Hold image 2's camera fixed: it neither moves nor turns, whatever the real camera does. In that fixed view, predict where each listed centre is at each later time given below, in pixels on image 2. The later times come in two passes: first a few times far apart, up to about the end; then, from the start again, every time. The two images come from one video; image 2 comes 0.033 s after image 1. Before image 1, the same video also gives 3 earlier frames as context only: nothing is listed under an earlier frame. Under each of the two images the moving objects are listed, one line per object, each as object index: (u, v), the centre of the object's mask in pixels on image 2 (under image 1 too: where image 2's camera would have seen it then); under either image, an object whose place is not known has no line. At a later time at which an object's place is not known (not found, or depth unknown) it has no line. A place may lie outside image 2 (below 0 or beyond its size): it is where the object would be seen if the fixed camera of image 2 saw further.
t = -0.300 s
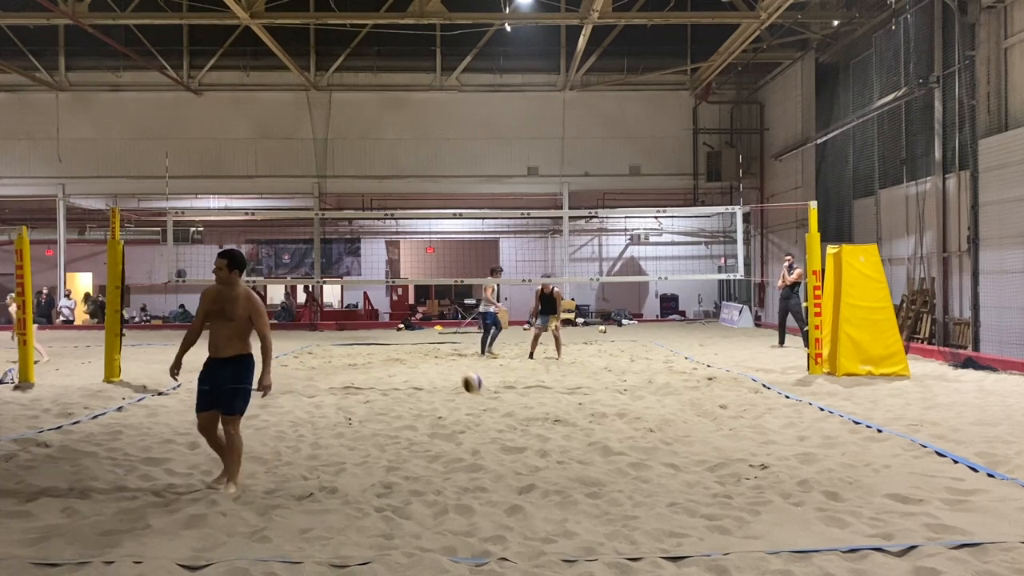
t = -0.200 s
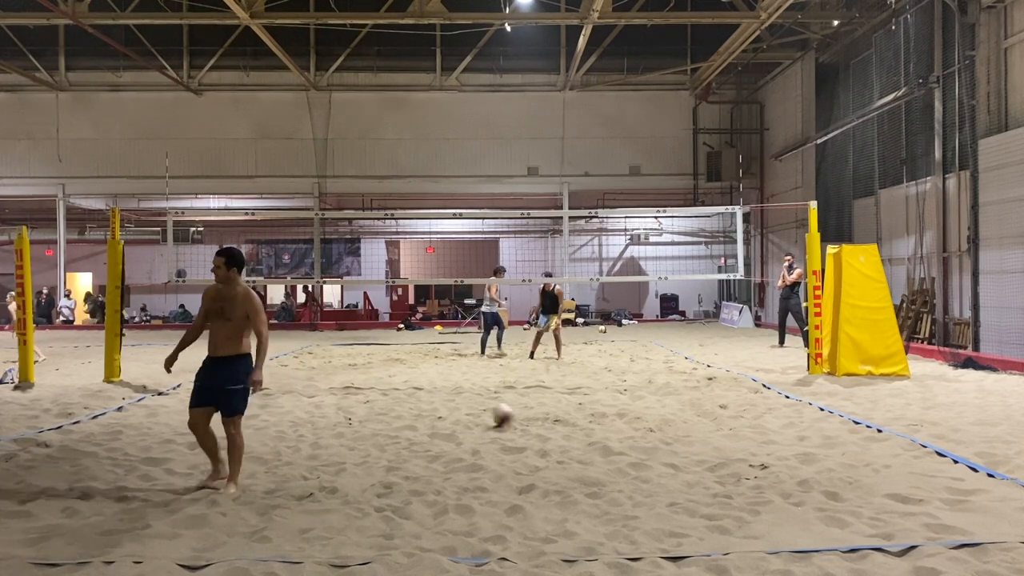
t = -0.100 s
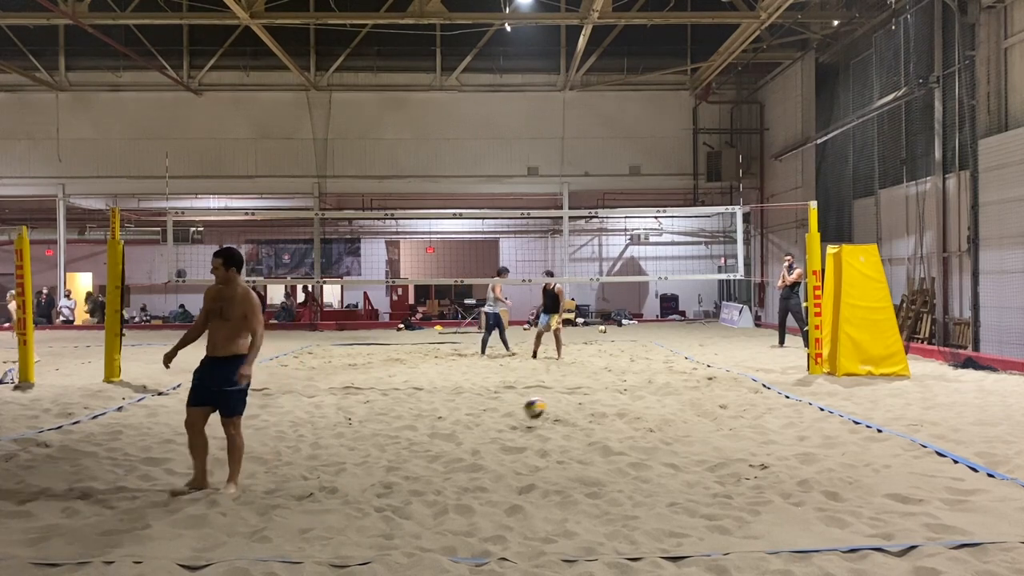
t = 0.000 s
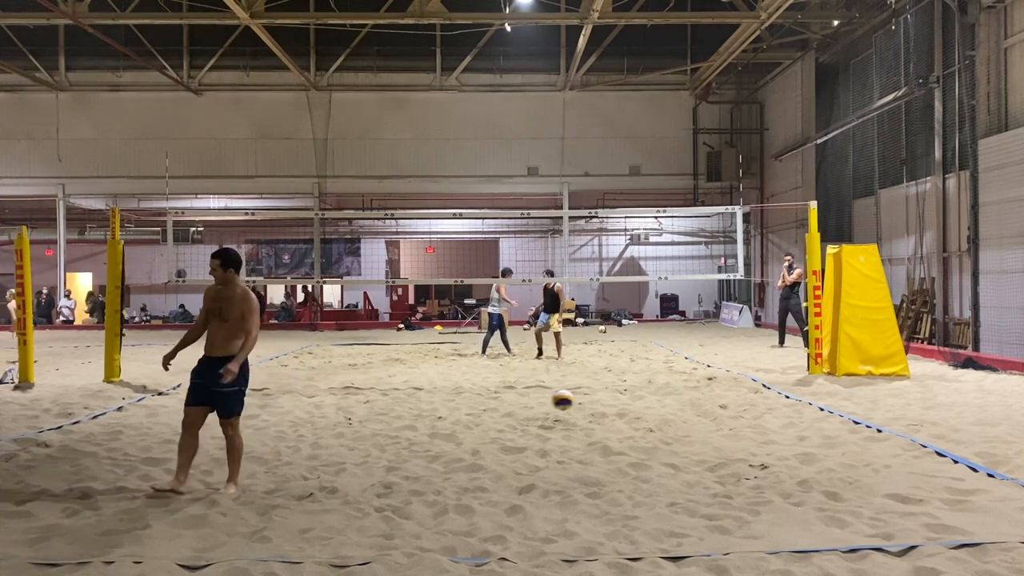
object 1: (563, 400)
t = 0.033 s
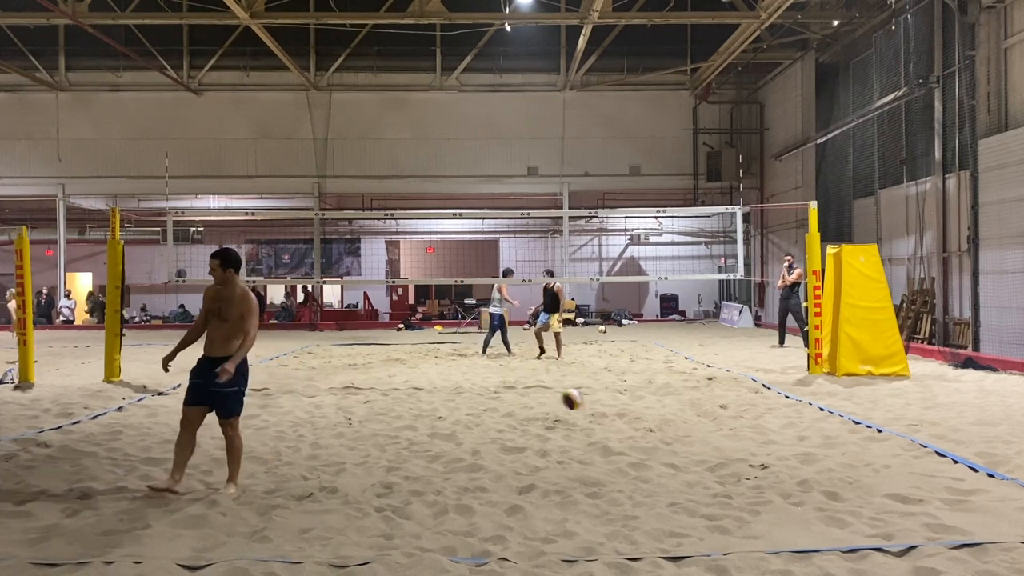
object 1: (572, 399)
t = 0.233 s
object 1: (627, 418)
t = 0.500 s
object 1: (688, 416)
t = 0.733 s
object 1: (735, 421)
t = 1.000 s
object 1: (773, 419)
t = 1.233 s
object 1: (802, 421)
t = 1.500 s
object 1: (813, 416)
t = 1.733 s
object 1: (809, 418)
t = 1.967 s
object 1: (796, 422)
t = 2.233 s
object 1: (788, 420)
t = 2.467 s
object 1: (787, 420)
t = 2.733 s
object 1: (787, 420)
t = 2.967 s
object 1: (786, 420)
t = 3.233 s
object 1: (787, 420)
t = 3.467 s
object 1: (786, 420)
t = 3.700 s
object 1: (786, 420)
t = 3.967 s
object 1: (786, 420)
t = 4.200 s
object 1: (786, 420)
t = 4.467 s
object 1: (786, 420)
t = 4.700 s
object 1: (786, 420)
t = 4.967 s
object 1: (786, 420)
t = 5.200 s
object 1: (786, 420)
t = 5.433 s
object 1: (786, 420)
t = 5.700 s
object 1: (786, 420)
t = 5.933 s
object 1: (786, 420)
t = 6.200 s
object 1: (786, 420)
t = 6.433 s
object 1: (786, 420)
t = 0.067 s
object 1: (581, 399)
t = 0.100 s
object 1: (591, 400)
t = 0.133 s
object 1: (599, 404)
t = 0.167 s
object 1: (608, 406)
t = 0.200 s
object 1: (618, 412)
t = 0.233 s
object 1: (627, 418)
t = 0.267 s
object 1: (636, 423)
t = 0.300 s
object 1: (646, 421)
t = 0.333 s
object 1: (653, 420)
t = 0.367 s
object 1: (659, 419)
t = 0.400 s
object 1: (667, 417)
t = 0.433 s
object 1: (675, 417)
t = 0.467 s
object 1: (682, 416)
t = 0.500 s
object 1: (688, 416)
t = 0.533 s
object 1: (695, 416)
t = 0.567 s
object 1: (703, 417)
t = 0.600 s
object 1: (709, 420)
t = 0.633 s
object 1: (716, 422)
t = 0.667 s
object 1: (723, 420)
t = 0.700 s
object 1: (729, 421)
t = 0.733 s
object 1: (735, 421)
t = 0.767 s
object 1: (741, 421)
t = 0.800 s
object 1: (747, 421)
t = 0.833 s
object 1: (752, 421)
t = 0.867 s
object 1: (757, 421)
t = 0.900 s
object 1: (761, 418)
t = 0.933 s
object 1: (765, 418)
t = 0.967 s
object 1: (769, 418)
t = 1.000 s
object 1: (773, 419)
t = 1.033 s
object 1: (777, 420)
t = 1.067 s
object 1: (782, 420)
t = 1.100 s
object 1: (786, 420)
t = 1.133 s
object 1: (791, 421)
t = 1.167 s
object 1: (795, 422)
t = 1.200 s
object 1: (799, 423)
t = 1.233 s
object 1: (802, 421)
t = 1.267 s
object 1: (804, 420)
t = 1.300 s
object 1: (806, 419)
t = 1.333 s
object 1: (808, 418)
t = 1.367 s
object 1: (810, 417)
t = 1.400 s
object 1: (811, 417)
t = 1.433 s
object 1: (812, 417)
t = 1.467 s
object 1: (812, 416)
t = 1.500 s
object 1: (813, 416)
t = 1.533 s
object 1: (813, 416)
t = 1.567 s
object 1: (813, 416)
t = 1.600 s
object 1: (813, 417)
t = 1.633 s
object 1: (812, 417)
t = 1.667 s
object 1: (811, 417)
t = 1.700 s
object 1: (810, 417)
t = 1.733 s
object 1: (809, 418)
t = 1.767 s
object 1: (808, 418)
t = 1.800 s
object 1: (806, 419)
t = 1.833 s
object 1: (805, 420)
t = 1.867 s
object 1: (803, 420)
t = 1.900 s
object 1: (801, 421)
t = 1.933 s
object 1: (798, 422)
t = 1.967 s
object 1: (796, 422)
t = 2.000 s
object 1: (795, 422)
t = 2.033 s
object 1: (793, 421)
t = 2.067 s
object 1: (791, 421)
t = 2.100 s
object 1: (790, 420)
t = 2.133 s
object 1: (789, 420)
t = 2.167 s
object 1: (788, 420)
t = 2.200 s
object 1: (788, 420)
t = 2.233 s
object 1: (788, 420)
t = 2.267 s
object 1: (787, 420)
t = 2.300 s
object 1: (787, 420)
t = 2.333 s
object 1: (787, 420)
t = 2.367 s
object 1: (787, 420)
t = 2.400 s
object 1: (787, 420)
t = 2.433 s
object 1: (787, 420)
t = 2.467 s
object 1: (787, 420)
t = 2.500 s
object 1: (787, 420)
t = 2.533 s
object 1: (787, 420)
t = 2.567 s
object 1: (787, 420)
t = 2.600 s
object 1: (787, 420)
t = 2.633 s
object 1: (787, 420)
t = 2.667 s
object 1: (787, 420)
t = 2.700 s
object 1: (787, 420)
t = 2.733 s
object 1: (787, 420)
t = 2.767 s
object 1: (787, 420)
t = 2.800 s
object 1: (787, 420)
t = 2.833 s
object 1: (787, 420)
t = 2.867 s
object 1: (786, 420)
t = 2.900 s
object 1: (786, 420)
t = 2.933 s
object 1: (786, 420)
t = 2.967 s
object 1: (786, 420)
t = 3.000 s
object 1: (786, 420)
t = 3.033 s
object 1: (787, 420)
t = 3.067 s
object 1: (787, 420)
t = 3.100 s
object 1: (787, 420)
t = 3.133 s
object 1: (787, 420)
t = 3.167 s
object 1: (787, 420)
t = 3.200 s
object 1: (787, 420)
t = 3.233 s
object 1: (787, 420)
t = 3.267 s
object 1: (787, 420)
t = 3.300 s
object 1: (786, 420)
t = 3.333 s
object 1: (786, 420)
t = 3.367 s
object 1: (786, 420)
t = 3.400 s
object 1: (786, 420)
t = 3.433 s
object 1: (786, 420)
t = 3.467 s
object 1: (786, 420)
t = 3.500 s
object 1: (786, 420)
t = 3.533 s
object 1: (786, 420)
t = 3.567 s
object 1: (786, 420)
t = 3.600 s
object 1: (786, 420)
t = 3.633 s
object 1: (786, 420)
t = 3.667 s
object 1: (786, 420)
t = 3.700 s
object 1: (786, 420)
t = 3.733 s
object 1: (786, 420)
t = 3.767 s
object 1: (786, 420)
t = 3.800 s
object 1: (786, 420)
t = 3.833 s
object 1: (786, 420)
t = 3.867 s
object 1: (786, 420)
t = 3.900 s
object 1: (786, 420)
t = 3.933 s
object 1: (786, 420)
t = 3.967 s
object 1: (786, 420)
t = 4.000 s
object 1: (786, 420)
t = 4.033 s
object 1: (786, 420)
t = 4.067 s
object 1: (786, 420)
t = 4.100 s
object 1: (786, 420)
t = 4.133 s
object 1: (786, 420)
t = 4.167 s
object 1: (786, 420)
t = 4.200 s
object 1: (786, 420)
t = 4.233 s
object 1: (786, 420)
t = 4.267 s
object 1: (786, 420)
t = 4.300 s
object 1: (786, 420)
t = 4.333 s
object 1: (786, 420)
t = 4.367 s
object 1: (786, 420)
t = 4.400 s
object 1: (786, 420)
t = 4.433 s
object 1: (786, 420)
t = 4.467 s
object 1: (786, 420)
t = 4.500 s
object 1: (786, 420)
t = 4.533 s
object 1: (786, 420)
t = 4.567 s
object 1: (786, 420)
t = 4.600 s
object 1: (786, 420)
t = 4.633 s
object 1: (786, 420)
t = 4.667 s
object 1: (786, 420)
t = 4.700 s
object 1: (786, 420)
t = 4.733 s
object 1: (786, 420)
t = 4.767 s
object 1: (786, 420)
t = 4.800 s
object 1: (786, 420)
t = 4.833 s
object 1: (786, 420)
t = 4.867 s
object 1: (786, 420)
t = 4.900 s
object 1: (786, 420)
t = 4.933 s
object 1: (786, 420)
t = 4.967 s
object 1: (786, 420)
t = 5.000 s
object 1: (786, 420)
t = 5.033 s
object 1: (786, 420)
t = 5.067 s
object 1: (786, 420)
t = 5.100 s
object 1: (786, 420)
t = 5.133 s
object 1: (786, 420)
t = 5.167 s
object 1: (786, 420)
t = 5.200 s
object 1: (786, 420)
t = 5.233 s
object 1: (786, 420)
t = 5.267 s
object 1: (786, 420)
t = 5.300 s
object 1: (786, 420)
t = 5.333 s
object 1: (786, 420)
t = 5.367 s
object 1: (786, 420)
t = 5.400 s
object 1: (786, 420)
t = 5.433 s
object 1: (786, 420)
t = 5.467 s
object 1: (786, 420)
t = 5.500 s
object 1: (786, 420)
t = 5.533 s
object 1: (786, 420)
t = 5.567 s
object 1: (786, 420)
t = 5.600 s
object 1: (786, 420)
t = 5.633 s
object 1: (786, 420)
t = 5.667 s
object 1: (786, 420)
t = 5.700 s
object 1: (786, 420)
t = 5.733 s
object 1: (786, 420)
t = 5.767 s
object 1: (786, 420)
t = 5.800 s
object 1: (786, 420)
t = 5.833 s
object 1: (786, 420)
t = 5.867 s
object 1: (786, 420)
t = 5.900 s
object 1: (786, 420)
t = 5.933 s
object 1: (786, 420)
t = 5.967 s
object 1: (786, 420)
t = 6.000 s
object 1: (786, 420)
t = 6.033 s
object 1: (786, 420)
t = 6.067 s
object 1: (786, 420)
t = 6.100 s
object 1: (786, 420)
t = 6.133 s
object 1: (786, 420)
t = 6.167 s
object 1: (786, 420)
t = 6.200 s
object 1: (786, 420)
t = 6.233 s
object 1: (786, 420)
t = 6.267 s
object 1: (786, 420)
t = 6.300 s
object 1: (786, 420)
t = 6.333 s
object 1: (786, 420)
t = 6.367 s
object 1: (786, 420)
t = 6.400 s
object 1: (786, 420)
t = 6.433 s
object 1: (786, 420)
